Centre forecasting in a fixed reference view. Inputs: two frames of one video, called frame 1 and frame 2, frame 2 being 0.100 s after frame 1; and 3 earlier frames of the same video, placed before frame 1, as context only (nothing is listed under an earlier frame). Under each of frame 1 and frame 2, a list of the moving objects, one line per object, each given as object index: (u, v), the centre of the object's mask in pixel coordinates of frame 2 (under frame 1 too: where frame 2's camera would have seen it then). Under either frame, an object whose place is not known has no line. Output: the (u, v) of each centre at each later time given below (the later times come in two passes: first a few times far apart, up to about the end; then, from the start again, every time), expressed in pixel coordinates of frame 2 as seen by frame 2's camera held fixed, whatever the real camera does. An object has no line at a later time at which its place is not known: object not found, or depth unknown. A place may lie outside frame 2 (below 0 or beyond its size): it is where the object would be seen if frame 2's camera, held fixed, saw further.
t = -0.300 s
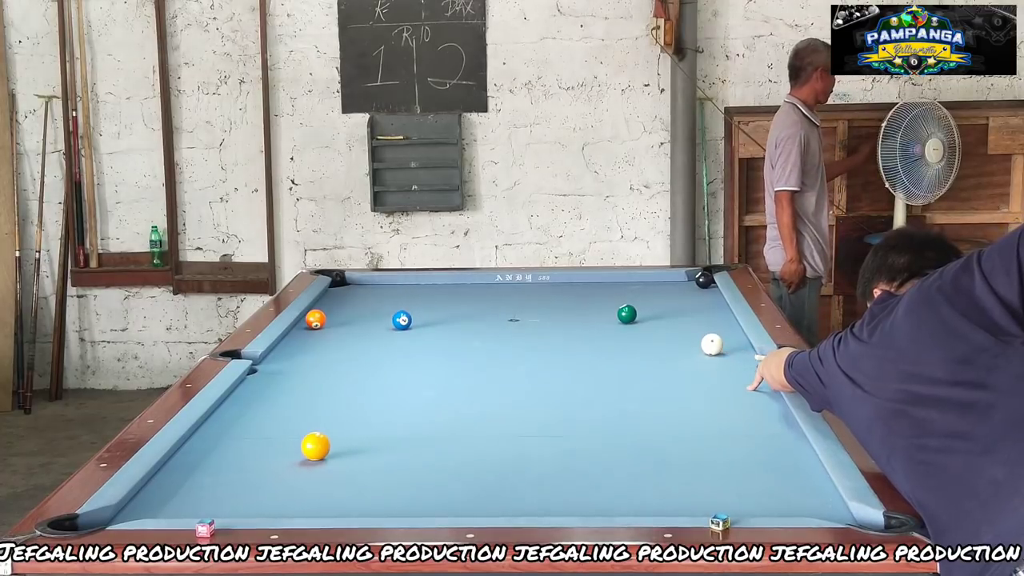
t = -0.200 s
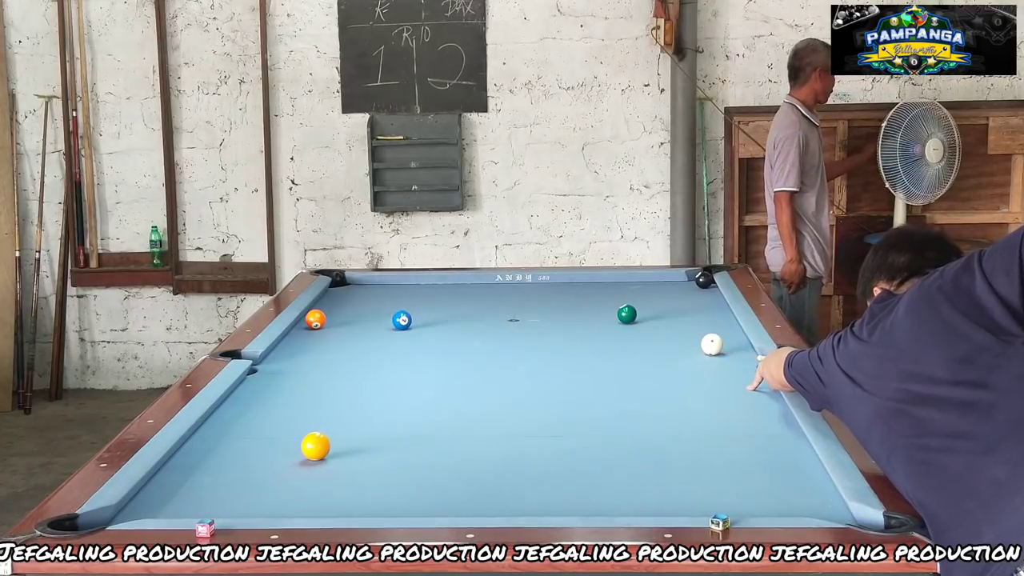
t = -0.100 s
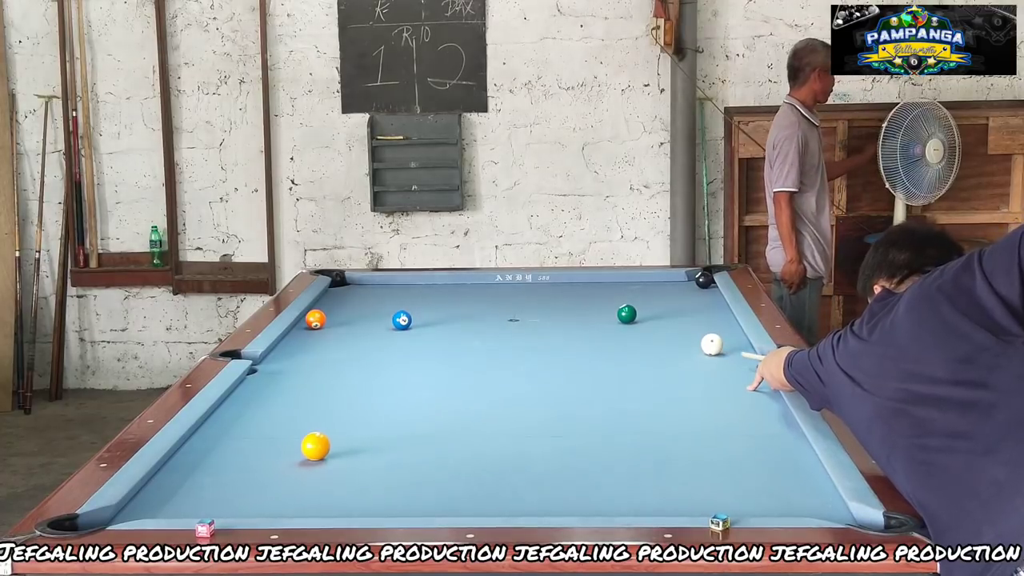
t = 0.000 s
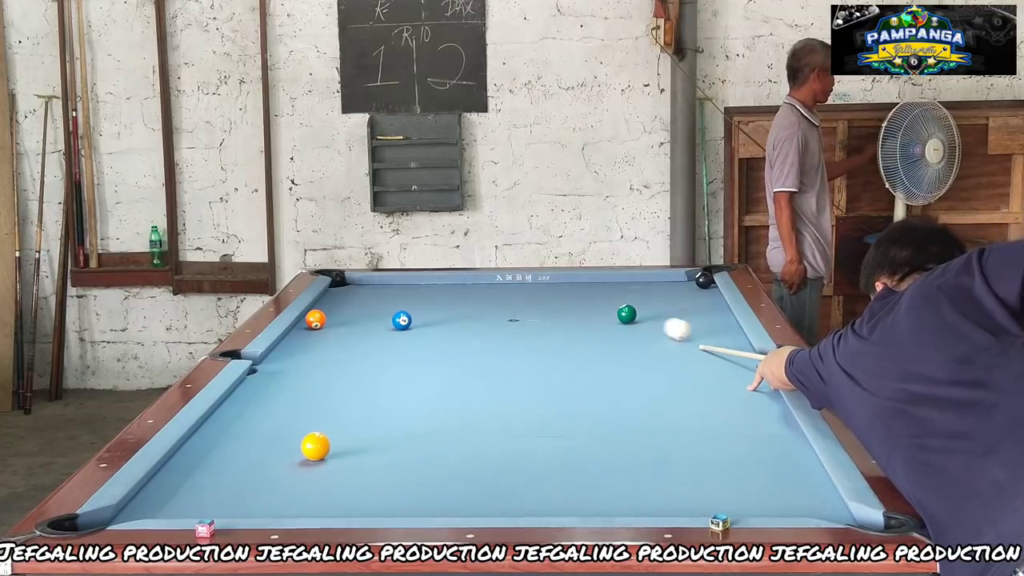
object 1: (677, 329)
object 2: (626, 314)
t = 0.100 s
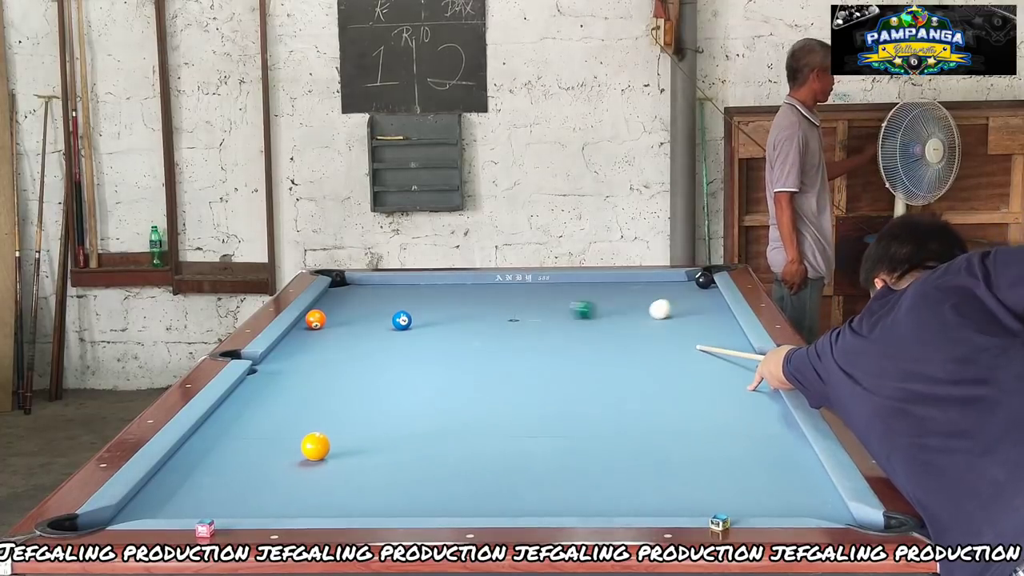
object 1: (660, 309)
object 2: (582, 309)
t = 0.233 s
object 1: (702, 294)
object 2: (478, 298)
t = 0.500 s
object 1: (664, 282)
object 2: (348, 282)
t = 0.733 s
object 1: (631, 277)
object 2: (423, 282)
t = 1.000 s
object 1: (608, 282)
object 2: (496, 288)
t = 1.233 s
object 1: (589, 286)
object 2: (561, 293)
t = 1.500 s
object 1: (568, 291)
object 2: (639, 298)
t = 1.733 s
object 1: (549, 295)
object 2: (708, 304)
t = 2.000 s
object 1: (530, 299)
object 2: (686, 313)
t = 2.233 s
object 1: (513, 303)
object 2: (653, 321)
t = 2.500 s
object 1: (495, 307)
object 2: (615, 331)
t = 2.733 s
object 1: (479, 311)
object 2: (580, 340)
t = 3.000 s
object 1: (462, 315)
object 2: (540, 351)
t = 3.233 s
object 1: (449, 318)
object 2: (504, 360)
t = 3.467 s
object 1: (435, 322)
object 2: (468, 370)
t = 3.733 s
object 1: (422, 325)
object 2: (425, 382)
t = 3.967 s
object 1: (412, 328)
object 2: (388, 392)
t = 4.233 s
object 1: (400, 331)
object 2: (344, 404)
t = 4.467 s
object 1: (392, 333)
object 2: (306, 414)
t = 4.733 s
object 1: (385, 336)
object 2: (263, 426)
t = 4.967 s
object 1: (380, 337)
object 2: (225, 437)
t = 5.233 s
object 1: (375, 339)
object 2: (189, 448)
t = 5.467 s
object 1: (372, 339)
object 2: (196, 454)
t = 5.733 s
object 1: (371, 340)
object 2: (205, 461)
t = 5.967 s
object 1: (371, 340)
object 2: (211, 466)
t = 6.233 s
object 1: (371, 340)
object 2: (219, 472)
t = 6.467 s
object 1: (371, 340)
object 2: (225, 476)
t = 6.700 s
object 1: (371, 340)
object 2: (230, 480)
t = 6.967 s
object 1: (371, 340)
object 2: (235, 483)
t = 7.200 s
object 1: (371, 340)
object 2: (240, 486)
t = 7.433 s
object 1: (371, 340)
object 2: (243, 487)
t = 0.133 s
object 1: (671, 305)
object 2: (554, 307)
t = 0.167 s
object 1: (682, 301)
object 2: (527, 304)
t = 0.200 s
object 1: (692, 297)
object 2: (503, 302)
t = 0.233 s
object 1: (702, 294)
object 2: (478, 298)
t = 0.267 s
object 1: (710, 291)
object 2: (454, 296)
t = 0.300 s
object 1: (703, 289)
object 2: (433, 294)
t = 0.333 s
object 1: (695, 287)
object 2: (414, 291)
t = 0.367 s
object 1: (687, 286)
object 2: (393, 290)
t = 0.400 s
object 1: (681, 285)
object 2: (376, 288)
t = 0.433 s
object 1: (675, 284)
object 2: (357, 286)
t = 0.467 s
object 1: (669, 283)
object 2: (339, 282)
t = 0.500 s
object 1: (664, 282)
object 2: (348, 282)
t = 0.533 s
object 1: (659, 281)
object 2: (362, 281)
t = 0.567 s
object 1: (653, 280)
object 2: (377, 279)
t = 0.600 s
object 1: (648, 278)
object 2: (387, 280)
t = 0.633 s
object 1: (643, 277)
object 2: (395, 281)
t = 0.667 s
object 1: (638, 276)
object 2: (405, 281)
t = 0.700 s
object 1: (634, 276)
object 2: (413, 282)
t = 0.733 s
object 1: (631, 277)
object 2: (423, 282)
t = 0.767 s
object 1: (628, 278)
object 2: (432, 284)
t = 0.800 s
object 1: (626, 278)
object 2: (441, 283)
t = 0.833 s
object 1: (623, 279)
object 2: (450, 284)
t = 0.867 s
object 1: (620, 279)
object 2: (459, 286)
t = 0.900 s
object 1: (617, 280)
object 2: (468, 286)
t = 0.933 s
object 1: (614, 281)
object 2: (478, 287)
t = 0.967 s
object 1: (611, 281)
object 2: (486, 287)
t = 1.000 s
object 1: (608, 282)
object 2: (496, 288)
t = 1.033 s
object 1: (606, 282)
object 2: (505, 289)
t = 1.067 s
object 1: (603, 283)
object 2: (514, 290)
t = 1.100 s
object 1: (600, 284)
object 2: (523, 290)
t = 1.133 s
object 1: (597, 284)
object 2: (532, 290)
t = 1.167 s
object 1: (595, 285)
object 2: (543, 292)
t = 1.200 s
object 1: (592, 285)
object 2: (552, 293)
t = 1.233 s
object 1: (589, 286)
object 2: (561, 293)
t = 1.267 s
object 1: (587, 286)
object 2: (571, 293)
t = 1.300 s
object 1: (584, 284)
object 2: (581, 295)
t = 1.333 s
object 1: (580, 287)
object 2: (591, 294)
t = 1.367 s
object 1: (578, 288)
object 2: (601, 296)
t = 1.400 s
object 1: (576, 289)
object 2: (610, 296)
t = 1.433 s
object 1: (573, 290)
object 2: (620, 297)
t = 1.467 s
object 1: (570, 290)
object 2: (629, 298)
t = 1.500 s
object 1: (568, 291)
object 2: (639, 298)
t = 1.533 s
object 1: (565, 291)
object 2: (649, 299)
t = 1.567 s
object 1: (562, 292)
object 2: (658, 300)
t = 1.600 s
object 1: (560, 292)
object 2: (668, 301)
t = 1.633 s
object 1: (557, 293)
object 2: (678, 301)
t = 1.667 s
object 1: (555, 293)
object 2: (688, 302)
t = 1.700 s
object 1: (552, 294)
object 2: (698, 303)
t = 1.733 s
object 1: (549, 295)
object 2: (708, 304)
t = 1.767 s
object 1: (547, 295)
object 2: (718, 304)
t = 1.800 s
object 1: (545, 296)
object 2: (715, 305)
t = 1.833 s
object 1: (542, 296)
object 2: (709, 307)
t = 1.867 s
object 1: (539, 297)
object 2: (704, 308)
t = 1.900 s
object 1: (537, 298)
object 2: (700, 309)
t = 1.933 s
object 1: (534, 298)
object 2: (695, 310)
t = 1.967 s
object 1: (532, 298)
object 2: (691, 311)
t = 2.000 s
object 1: (530, 299)
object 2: (686, 313)
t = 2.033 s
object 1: (527, 300)
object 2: (681, 314)
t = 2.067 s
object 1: (525, 300)
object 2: (677, 315)
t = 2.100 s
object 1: (523, 301)
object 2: (672, 316)
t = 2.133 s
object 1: (520, 301)
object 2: (667, 318)
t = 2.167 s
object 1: (518, 302)
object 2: (663, 319)
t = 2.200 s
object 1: (515, 302)
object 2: (658, 320)
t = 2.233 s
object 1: (513, 303)
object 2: (653, 321)
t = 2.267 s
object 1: (511, 304)
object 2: (648, 322)
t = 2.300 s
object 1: (508, 304)
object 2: (644, 324)
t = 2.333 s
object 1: (506, 305)
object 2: (639, 325)
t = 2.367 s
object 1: (504, 305)
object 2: (634, 326)
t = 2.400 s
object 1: (501, 306)
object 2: (629, 328)
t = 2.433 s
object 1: (499, 306)
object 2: (625, 329)
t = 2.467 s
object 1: (496, 307)
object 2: (619, 330)
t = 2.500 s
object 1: (495, 307)
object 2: (615, 331)
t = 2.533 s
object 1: (492, 308)
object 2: (610, 333)
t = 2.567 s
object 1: (490, 308)
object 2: (605, 334)
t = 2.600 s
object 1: (488, 309)
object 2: (600, 335)
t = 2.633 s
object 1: (486, 309)
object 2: (595, 337)
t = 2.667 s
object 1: (483, 310)
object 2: (590, 338)
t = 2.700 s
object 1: (481, 310)
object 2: (585, 339)
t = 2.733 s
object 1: (479, 311)
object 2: (580, 340)
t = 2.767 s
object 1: (477, 311)
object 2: (575, 342)
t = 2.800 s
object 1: (475, 312)
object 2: (570, 343)
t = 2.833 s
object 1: (473, 313)
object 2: (565, 344)
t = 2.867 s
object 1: (471, 313)
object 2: (560, 346)
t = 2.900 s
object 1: (468, 314)
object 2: (555, 347)
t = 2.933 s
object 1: (467, 314)
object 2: (550, 348)
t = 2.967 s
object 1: (465, 315)
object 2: (545, 350)
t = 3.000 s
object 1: (462, 315)
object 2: (540, 351)
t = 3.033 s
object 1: (460, 315)
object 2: (535, 352)
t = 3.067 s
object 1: (458, 316)
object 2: (530, 354)
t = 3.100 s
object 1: (456, 317)
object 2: (525, 355)
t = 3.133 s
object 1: (454, 317)
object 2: (519, 357)
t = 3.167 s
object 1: (452, 317)
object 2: (514, 358)
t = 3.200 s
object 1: (450, 318)
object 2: (509, 359)
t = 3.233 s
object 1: (449, 318)
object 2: (504, 360)
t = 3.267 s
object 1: (447, 319)
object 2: (499, 362)
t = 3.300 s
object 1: (445, 319)
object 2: (493, 363)
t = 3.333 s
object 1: (443, 320)
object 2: (488, 365)
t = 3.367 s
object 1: (441, 320)
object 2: (483, 366)
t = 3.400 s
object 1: (439, 321)
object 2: (479, 367)
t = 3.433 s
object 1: (437, 321)
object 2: (473, 369)
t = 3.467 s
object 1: (435, 322)
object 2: (468, 370)
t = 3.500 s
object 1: (434, 322)
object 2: (463, 372)
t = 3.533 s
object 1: (432, 323)
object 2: (458, 373)
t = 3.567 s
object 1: (431, 323)
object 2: (452, 375)
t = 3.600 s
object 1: (429, 323)
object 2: (447, 376)
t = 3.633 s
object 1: (427, 324)
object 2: (442, 377)
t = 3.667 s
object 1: (425, 324)
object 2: (436, 379)
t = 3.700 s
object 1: (424, 325)
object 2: (431, 380)
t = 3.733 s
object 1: (422, 325)
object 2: (425, 382)
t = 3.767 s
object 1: (421, 326)
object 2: (420, 383)
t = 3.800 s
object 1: (419, 326)
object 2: (415, 385)
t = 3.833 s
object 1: (418, 326)
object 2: (410, 386)
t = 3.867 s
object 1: (416, 327)
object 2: (404, 387)
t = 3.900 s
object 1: (415, 327)
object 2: (399, 389)
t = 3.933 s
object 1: (413, 328)
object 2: (393, 391)
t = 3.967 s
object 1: (412, 328)
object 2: (388, 392)
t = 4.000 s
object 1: (410, 328)
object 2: (382, 394)
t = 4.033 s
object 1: (408, 329)
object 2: (376, 395)
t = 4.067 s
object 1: (407, 329)
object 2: (371, 396)
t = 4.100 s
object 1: (406, 330)
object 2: (366, 398)
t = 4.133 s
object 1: (404, 330)
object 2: (361, 399)
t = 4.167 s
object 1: (403, 330)
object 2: (355, 401)
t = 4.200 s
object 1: (402, 331)
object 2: (349, 402)
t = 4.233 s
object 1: (400, 331)
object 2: (344, 404)
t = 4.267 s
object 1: (399, 331)
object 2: (339, 405)
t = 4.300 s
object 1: (398, 332)
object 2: (333, 407)
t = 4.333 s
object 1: (397, 332)
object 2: (328, 408)
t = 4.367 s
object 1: (396, 332)
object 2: (323, 410)
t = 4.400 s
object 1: (394, 333)
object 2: (317, 411)
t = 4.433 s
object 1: (393, 333)
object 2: (312, 413)
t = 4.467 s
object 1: (392, 333)
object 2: (306, 414)
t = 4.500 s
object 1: (391, 334)
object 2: (301, 415)
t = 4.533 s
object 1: (390, 334)
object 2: (295, 417)
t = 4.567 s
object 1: (389, 334)
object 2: (290, 419)
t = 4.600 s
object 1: (388, 335)
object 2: (285, 420)
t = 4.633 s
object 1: (387, 335)
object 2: (279, 421)
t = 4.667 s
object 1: (387, 335)
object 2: (274, 423)
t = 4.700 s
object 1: (386, 335)
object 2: (268, 424)
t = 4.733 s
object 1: (385, 336)
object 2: (263, 426)
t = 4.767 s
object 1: (384, 336)
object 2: (258, 428)
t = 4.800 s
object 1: (383, 336)
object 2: (252, 429)
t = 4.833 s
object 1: (383, 336)
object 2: (247, 430)
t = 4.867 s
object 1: (382, 337)
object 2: (241, 432)
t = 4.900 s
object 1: (381, 337)
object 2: (235, 434)
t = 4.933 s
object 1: (380, 337)
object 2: (230, 435)
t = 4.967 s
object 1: (380, 337)
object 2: (225, 437)
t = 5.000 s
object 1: (379, 337)
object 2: (220, 438)
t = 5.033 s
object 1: (379, 338)
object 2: (214, 440)
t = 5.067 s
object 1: (378, 338)
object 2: (209, 441)
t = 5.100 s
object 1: (377, 338)
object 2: (203, 442)
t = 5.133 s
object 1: (377, 338)
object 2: (199, 444)
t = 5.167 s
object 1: (376, 338)
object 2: (194, 446)
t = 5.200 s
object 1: (376, 339)
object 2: (188, 447)
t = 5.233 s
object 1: (375, 339)
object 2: (189, 448)
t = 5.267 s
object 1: (374, 339)
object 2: (190, 449)
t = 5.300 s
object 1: (374, 339)
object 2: (191, 450)
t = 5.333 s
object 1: (374, 339)
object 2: (192, 451)
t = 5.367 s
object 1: (373, 339)
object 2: (194, 452)
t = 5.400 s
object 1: (373, 339)
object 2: (194, 453)
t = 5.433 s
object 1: (373, 339)
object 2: (195, 453)
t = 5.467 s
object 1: (372, 339)
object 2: (196, 454)
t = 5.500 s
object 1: (372, 340)
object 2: (197, 455)
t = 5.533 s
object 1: (372, 340)
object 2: (199, 456)
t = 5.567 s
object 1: (372, 340)
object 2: (200, 457)
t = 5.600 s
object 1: (371, 340)
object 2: (201, 458)
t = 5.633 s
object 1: (371, 340)
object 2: (202, 458)
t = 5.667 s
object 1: (371, 340)
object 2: (203, 459)
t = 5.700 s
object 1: (371, 340)
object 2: (203, 460)
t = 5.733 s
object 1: (371, 340)
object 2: (205, 461)
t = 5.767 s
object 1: (371, 340)
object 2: (206, 462)
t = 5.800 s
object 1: (371, 340)
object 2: (207, 462)
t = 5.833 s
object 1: (371, 340)
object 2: (208, 463)
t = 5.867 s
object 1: (371, 340)
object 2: (208, 464)
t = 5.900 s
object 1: (371, 340)
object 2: (209, 465)
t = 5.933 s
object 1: (371, 340)
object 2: (210, 466)
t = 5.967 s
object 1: (371, 340)
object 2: (211, 466)
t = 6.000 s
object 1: (371, 340)
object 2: (212, 467)
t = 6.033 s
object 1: (371, 340)
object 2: (213, 468)
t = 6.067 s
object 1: (371, 340)
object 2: (214, 468)
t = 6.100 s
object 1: (371, 340)
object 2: (215, 469)
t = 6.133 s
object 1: (371, 340)
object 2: (216, 470)
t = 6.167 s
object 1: (371, 340)
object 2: (217, 470)
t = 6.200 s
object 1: (371, 340)
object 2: (218, 471)
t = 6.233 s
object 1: (371, 340)
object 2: (219, 472)
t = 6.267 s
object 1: (371, 340)
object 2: (220, 473)
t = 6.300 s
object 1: (371, 340)
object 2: (221, 473)
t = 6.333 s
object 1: (371, 340)
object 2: (221, 474)
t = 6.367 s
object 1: (371, 340)
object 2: (222, 474)
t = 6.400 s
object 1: (371, 340)
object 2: (223, 475)
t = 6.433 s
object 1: (371, 340)
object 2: (224, 475)
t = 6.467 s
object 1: (371, 340)
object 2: (225, 476)
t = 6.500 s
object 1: (371, 340)
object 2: (225, 477)
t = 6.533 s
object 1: (371, 340)
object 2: (226, 477)
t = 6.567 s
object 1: (371, 340)
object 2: (227, 478)
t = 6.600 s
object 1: (371, 340)
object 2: (228, 478)
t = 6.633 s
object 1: (371, 340)
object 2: (229, 479)
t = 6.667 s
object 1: (371, 340)
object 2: (229, 479)
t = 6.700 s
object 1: (371, 340)
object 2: (230, 480)
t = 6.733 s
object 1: (371, 340)
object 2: (231, 480)
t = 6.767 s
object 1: (371, 340)
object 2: (232, 481)
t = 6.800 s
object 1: (371, 340)
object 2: (232, 481)
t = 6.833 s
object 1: (371, 340)
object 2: (233, 482)
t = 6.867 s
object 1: (371, 340)
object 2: (233, 482)
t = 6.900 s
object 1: (371, 340)
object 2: (234, 483)
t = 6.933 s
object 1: (371, 340)
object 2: (235, 483)
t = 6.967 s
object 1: (371, 340)
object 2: (235, 483)
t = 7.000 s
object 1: (371, 340)
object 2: (236, 484)
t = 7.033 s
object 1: (371, 340)
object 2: (236, 484)
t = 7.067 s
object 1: (371, 340)
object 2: (237, 485)
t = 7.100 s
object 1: (371, 340)
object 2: (238, 485)
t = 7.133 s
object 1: (371, 340)
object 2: (238, 485)
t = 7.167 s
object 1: (371, 340)
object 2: (239, 485)
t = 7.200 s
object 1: (371, 340)
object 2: (240, 486)
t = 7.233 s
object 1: (371, 340)
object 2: (240, 486)
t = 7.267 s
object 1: (371, 340)
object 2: (240, 486)
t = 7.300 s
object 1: (371, 340)
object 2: (241, 486)
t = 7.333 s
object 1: (371, 340)
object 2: (242, 487)
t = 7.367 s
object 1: (371, 340)
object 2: (242, 487)
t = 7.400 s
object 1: (371, 340)
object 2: (243, 487)
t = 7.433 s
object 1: (371, 340)
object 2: (243, 487)
